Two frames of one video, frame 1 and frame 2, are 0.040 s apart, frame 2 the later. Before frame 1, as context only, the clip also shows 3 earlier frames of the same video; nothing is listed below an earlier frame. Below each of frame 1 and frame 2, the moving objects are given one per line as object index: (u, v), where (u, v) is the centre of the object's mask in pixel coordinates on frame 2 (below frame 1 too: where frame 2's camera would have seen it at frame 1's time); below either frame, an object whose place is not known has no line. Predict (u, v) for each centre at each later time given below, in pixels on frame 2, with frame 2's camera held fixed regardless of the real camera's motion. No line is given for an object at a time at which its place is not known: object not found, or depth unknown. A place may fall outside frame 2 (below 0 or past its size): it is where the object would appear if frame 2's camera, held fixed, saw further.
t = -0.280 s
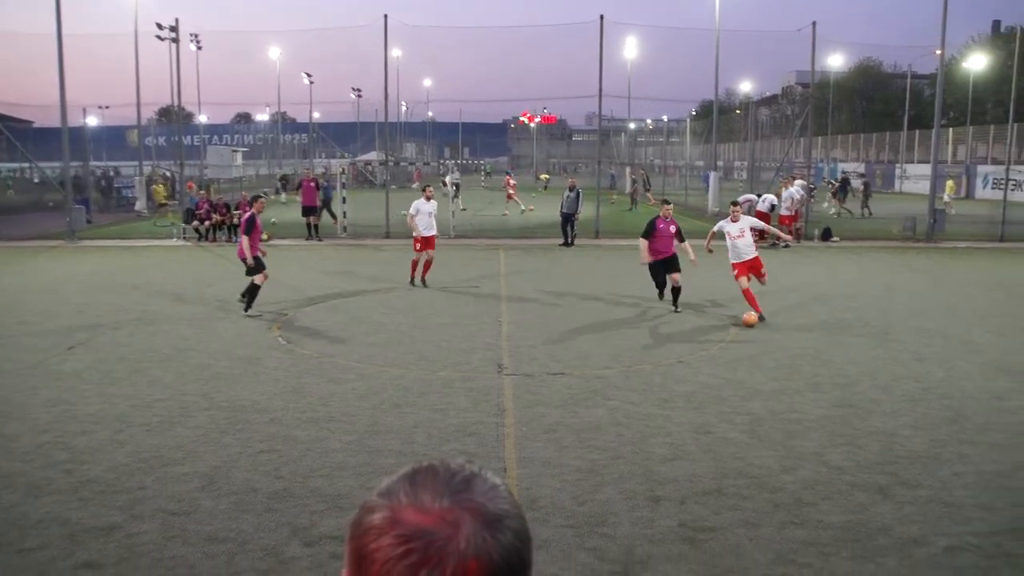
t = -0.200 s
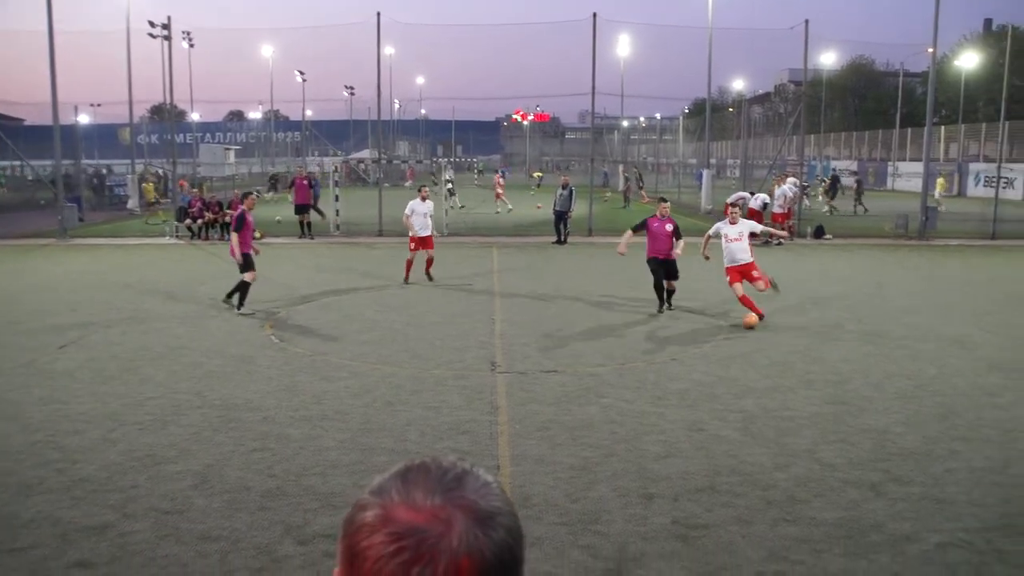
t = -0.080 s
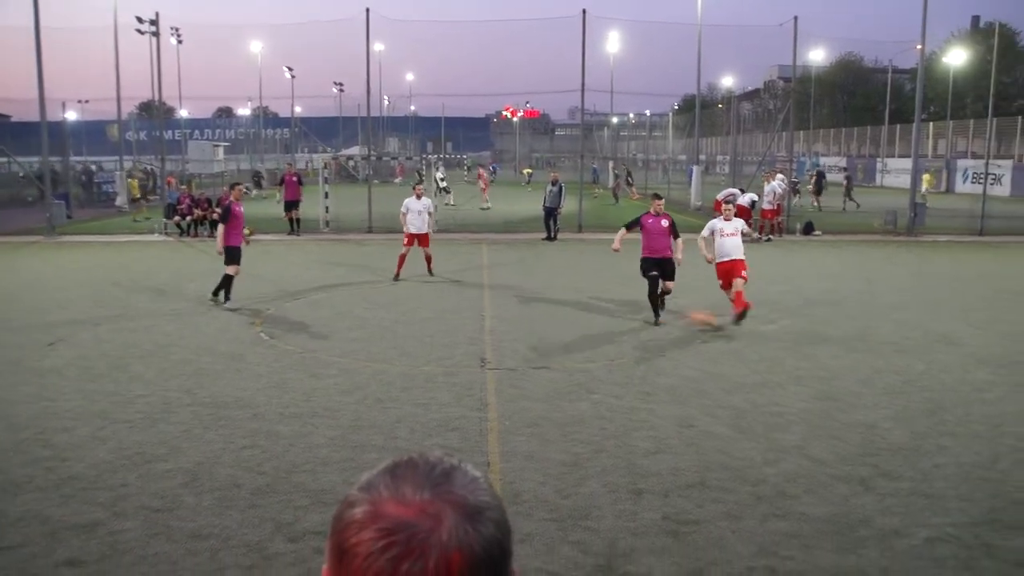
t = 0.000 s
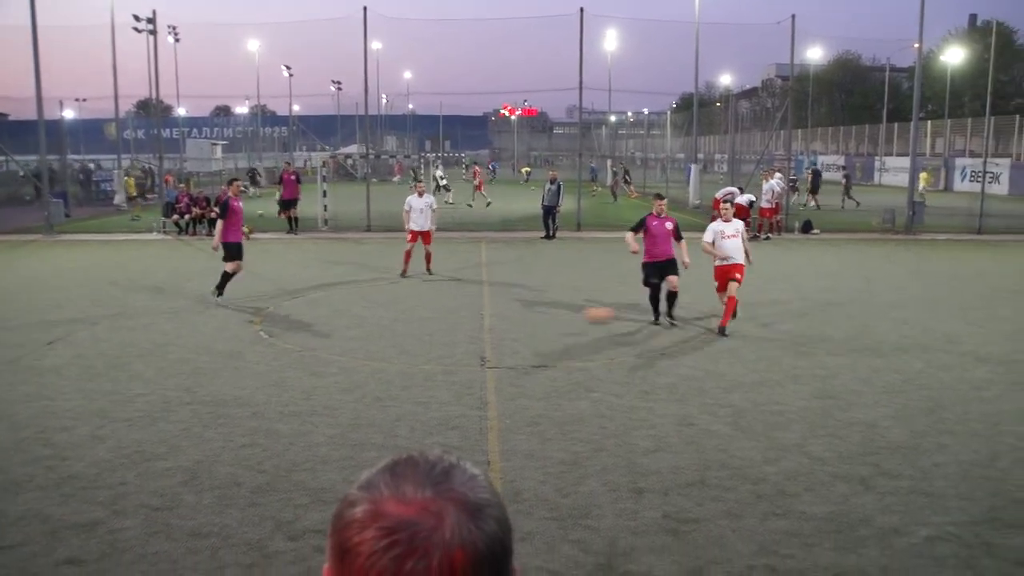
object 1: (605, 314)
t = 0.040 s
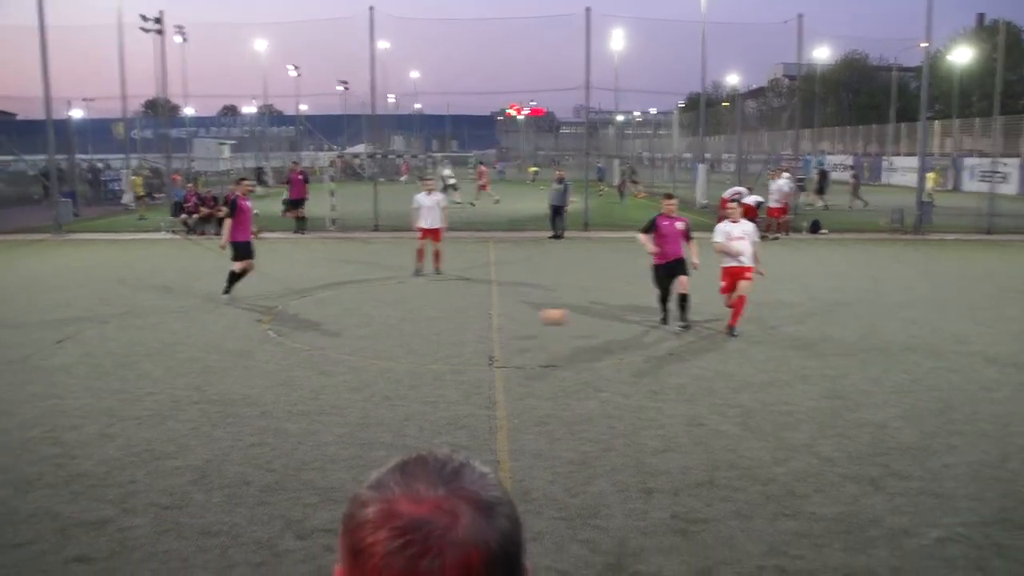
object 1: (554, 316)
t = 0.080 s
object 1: (501, 320)
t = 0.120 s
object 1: (447, 323)
